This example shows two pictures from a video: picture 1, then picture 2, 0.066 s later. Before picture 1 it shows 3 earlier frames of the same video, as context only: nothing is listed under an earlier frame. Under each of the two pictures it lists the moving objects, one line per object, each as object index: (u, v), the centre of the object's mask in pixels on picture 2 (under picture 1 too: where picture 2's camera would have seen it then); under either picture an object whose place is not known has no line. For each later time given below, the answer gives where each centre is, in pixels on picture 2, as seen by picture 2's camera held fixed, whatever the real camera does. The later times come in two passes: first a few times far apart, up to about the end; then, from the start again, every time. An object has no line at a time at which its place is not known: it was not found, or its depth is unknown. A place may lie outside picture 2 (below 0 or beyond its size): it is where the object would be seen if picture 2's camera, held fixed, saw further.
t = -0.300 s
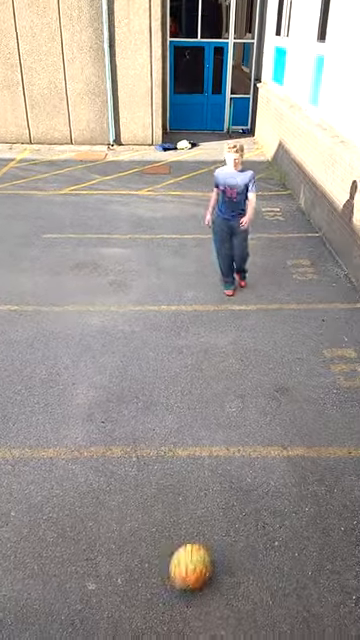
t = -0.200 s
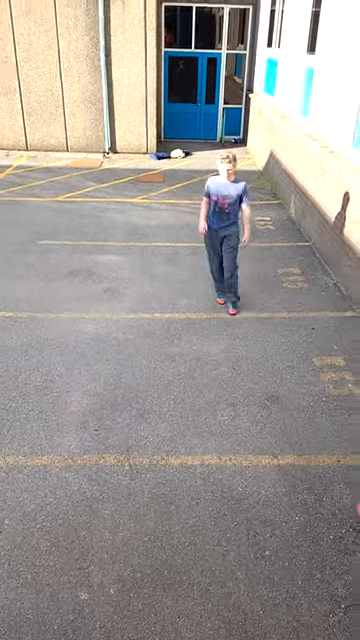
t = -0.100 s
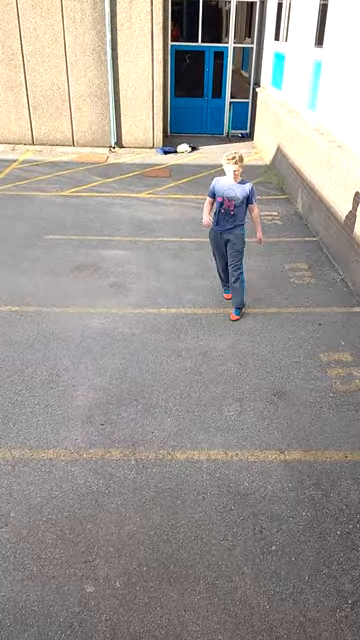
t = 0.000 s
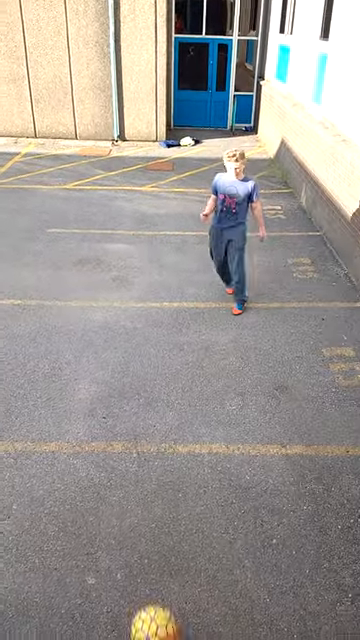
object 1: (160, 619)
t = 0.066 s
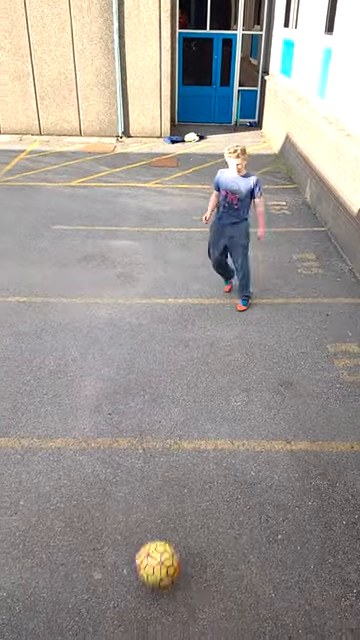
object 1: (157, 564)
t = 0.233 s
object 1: (153, 465)
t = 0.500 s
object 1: (150, 390)
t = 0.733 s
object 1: (150, 348)
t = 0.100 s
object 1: (157, 540)
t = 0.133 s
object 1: (156, 519)
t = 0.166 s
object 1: (155, 499)
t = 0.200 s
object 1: (155, 481)
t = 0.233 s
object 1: (153, 465)
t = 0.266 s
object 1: (153, 451)
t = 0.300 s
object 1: (152, 439)
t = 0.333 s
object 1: (151, 432)
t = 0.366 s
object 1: (152, 425)
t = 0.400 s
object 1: (151, 419)
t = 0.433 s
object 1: (150, 408)
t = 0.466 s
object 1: (151, 397)
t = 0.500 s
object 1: (150, 390)
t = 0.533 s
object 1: (150, 384)
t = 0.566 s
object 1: (150, 378)
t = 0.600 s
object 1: (150, 375)
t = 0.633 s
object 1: (150, 369)
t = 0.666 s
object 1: (150, 361)
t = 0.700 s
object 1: (150, 354)
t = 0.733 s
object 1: (150, 348)
